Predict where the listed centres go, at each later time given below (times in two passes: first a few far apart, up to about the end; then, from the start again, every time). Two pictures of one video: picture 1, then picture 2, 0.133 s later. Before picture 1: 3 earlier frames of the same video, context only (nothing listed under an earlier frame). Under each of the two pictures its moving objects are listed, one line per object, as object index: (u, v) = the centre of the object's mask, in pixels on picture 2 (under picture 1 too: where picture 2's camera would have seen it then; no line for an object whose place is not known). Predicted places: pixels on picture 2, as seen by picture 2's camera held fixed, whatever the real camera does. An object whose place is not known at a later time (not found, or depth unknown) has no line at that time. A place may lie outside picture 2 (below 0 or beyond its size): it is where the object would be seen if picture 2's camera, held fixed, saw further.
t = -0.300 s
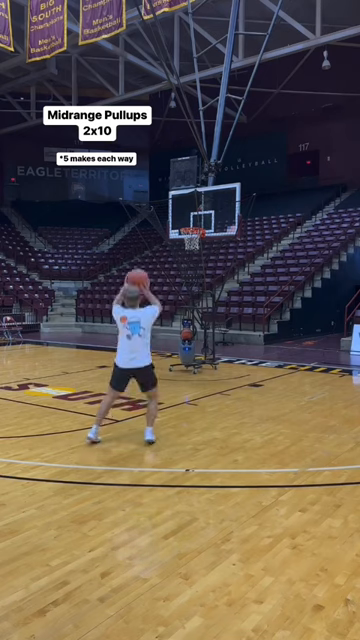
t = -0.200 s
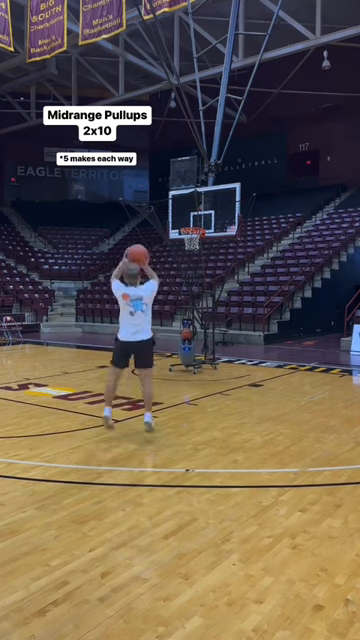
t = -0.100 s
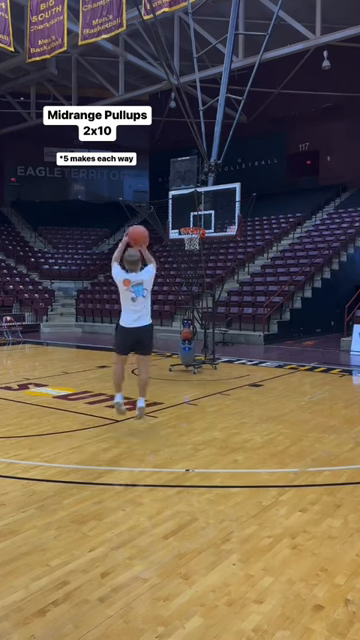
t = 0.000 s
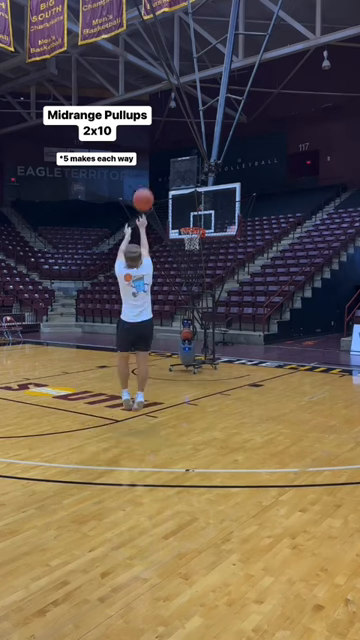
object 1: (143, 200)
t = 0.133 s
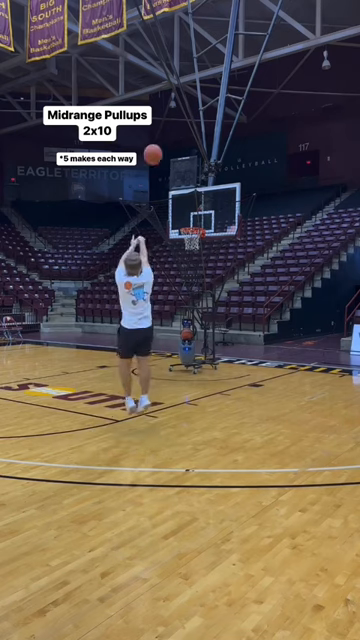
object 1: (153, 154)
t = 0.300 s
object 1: (163, 126)
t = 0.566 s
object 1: (176, 127)
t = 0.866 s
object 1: (186, 172)
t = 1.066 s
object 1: (192, 218)
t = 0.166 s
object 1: (155, 146)
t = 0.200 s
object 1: (157, 140)
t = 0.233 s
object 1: (159, 134)
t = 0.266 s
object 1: (161, 130)
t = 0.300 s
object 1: (163, 126)
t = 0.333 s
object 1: (165, 123)
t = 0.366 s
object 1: (167, 121)
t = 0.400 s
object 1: (168, 121)
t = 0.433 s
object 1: (170, 121)
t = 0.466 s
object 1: (172, 121)
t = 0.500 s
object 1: (173, 122)
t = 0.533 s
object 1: (174, 124)
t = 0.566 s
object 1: (176, 127)
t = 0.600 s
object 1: (177, 130)
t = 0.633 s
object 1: (178, 133)
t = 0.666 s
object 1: (180, 137)
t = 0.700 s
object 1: (181, 142)
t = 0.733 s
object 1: (182, 147)
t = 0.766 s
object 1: (183, 152)
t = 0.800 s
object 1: (184, 159)
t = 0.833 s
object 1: (185, 165)
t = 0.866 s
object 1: (186, 172)
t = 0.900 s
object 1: (187, 179)
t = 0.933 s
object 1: (188, 185)
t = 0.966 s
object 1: (189, 194)
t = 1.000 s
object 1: (190, 202)
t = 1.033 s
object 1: (190, 210)
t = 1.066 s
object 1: (192, 218)
